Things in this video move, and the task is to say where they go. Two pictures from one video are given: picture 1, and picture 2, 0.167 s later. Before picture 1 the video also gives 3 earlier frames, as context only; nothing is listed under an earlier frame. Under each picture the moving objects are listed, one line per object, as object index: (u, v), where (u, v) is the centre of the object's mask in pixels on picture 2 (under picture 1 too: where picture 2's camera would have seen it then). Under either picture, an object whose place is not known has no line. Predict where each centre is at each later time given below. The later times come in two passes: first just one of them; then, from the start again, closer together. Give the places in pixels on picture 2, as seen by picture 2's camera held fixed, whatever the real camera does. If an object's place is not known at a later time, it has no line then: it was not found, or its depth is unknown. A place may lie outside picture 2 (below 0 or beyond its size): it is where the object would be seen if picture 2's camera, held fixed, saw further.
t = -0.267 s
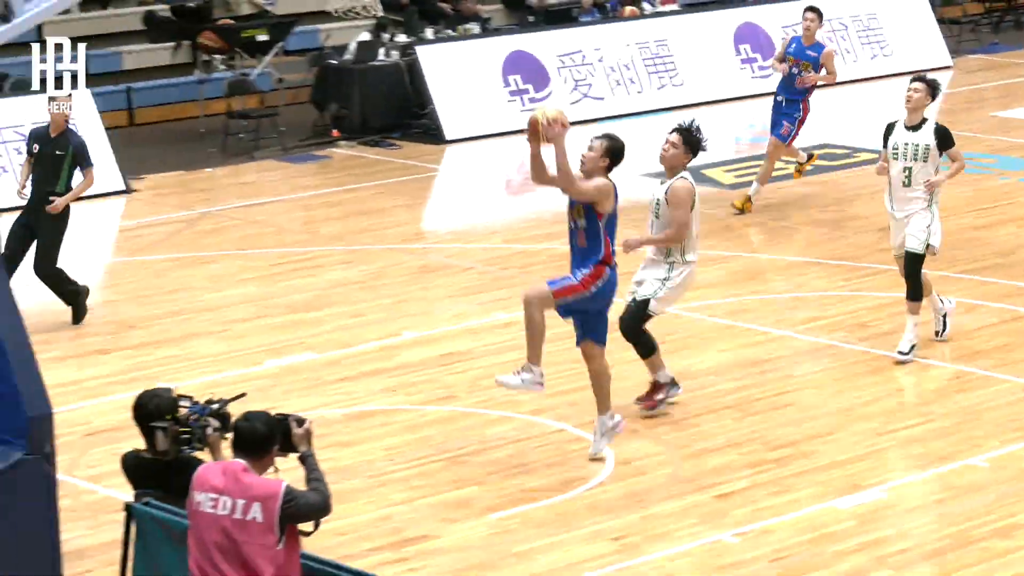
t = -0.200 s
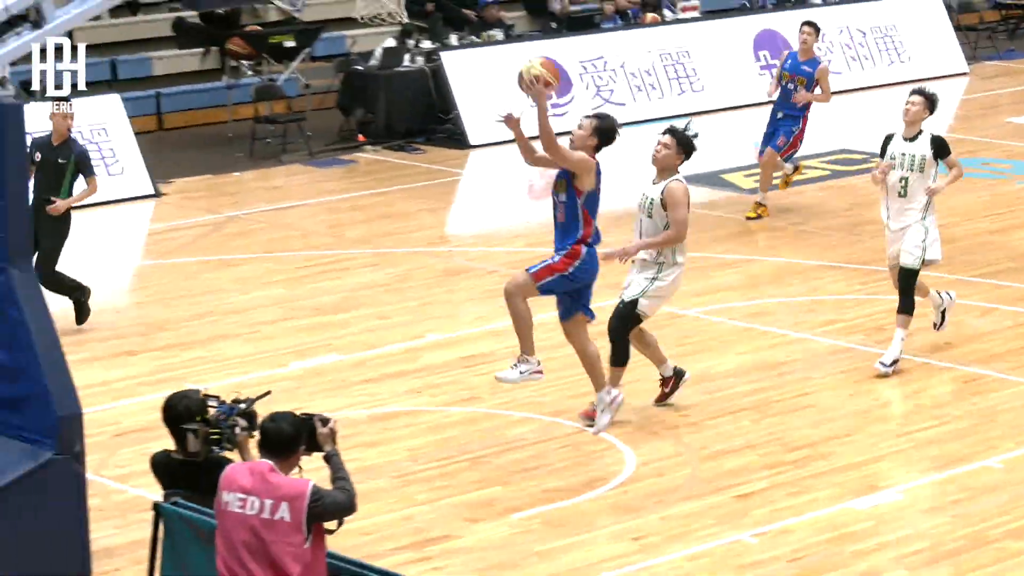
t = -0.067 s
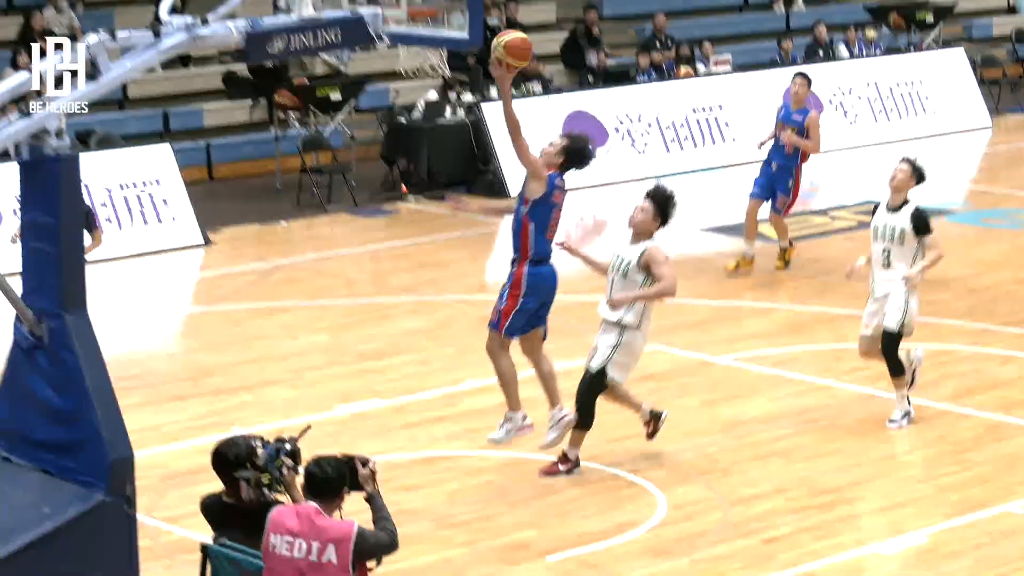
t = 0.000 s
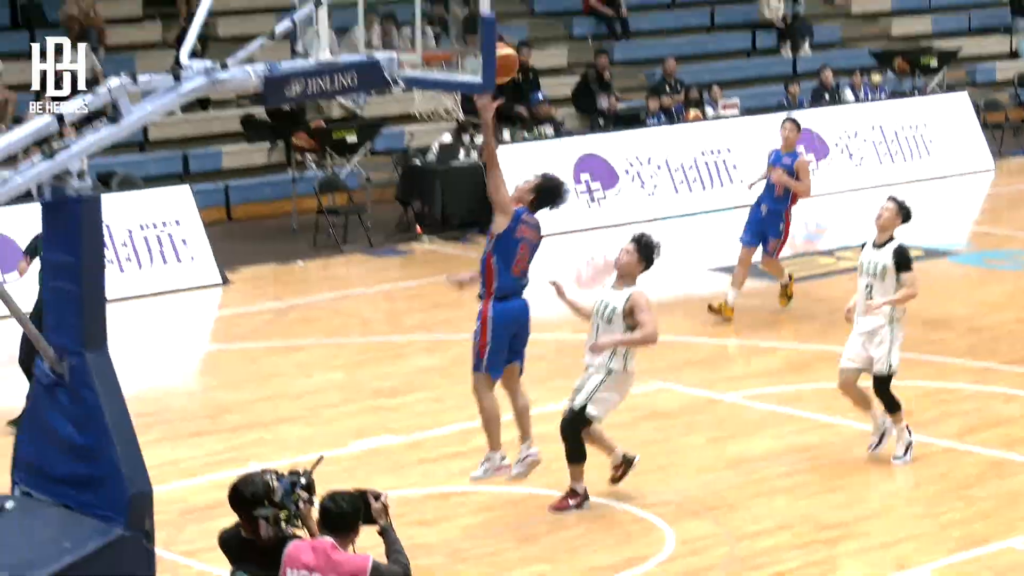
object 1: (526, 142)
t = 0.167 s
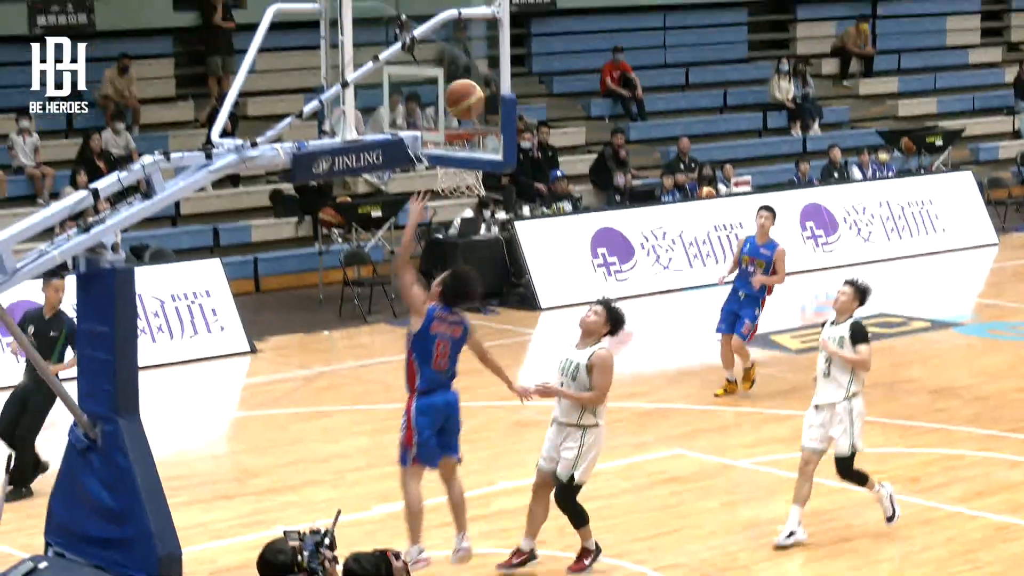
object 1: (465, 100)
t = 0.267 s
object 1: (474, 97)
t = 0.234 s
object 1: (471, 96)
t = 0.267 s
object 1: (474, 97)
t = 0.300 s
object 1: (477, 99)
